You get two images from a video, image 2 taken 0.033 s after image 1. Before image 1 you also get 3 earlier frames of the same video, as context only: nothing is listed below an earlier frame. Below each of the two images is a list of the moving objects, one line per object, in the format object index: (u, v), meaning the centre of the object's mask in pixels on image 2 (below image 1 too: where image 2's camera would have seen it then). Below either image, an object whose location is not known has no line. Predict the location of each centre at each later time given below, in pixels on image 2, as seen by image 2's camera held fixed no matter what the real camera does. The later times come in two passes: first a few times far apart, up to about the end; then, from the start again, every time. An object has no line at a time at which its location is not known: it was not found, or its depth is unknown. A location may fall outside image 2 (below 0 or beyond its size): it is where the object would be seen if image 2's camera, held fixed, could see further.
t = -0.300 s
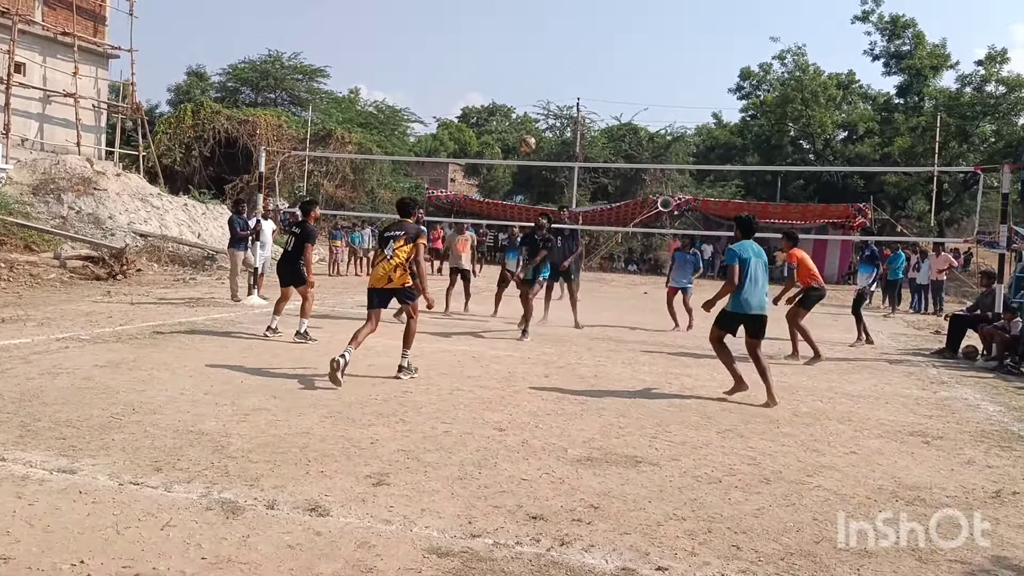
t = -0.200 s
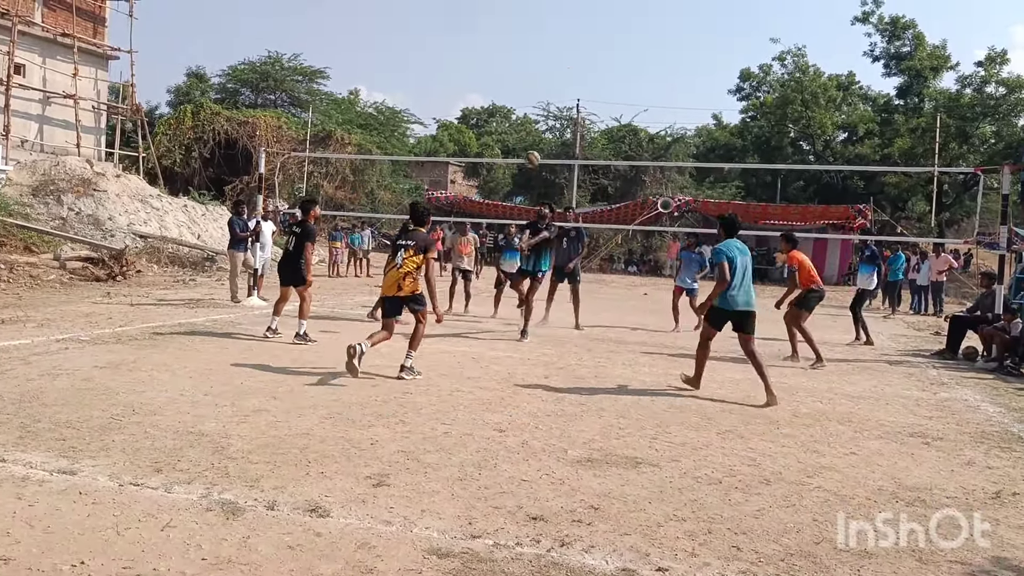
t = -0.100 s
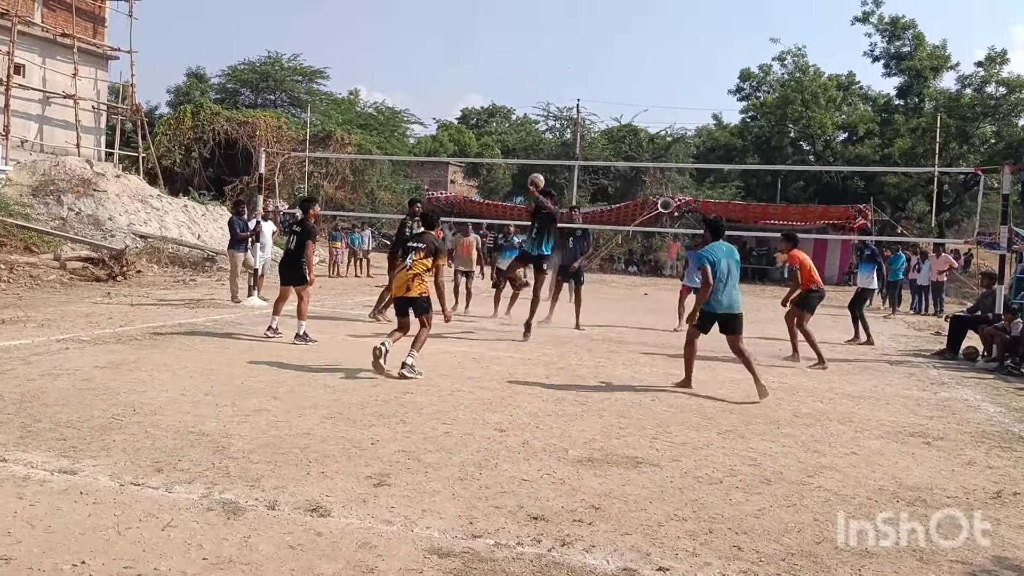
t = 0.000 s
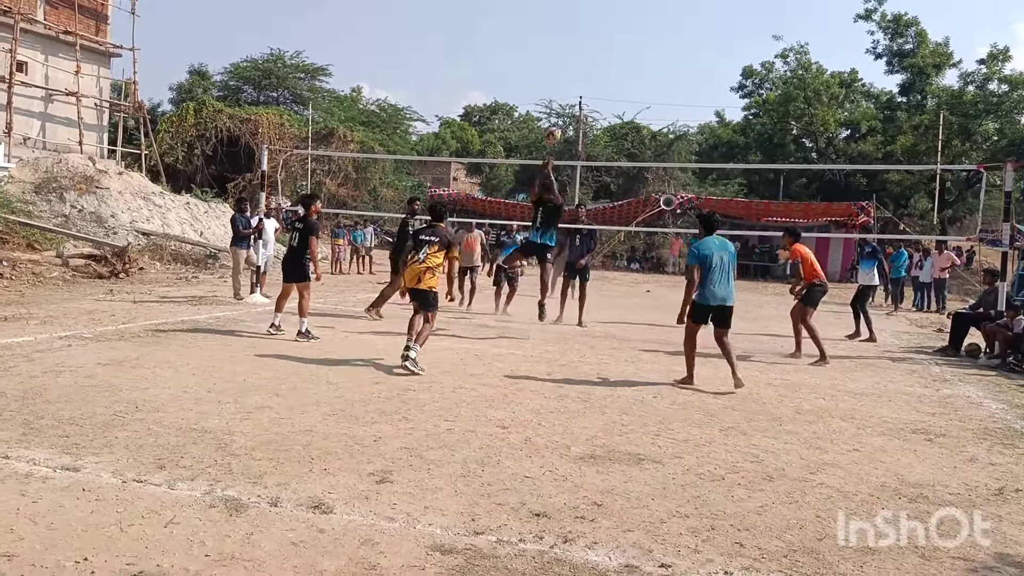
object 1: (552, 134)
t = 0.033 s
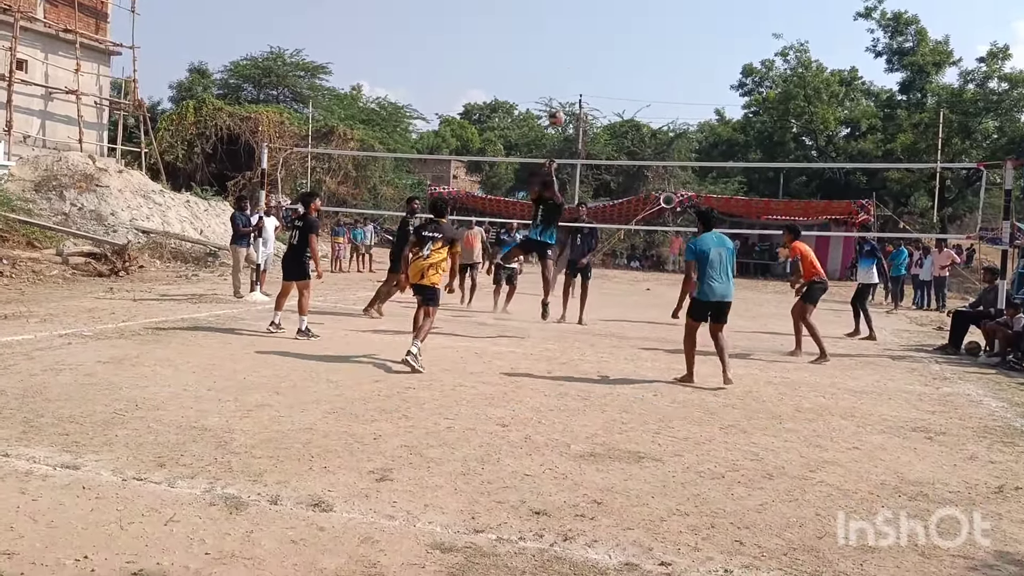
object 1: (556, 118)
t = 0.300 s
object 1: (586, 36)
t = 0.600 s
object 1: (611, 15)
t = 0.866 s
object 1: (624, 45)
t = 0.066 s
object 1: (559, 104)
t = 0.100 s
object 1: (564, 91)
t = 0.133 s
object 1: (568, 80)
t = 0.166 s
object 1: (572, 69)
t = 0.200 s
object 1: (576, 59)
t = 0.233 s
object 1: (580, 51)
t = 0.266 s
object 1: (583, 43)
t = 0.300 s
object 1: (586, 36)
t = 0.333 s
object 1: (589, 31)
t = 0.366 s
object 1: (592, 26)
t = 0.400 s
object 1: (596, 22)
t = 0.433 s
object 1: (599, 18)
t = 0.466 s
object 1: (601, 16)
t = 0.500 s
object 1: (603, 15)
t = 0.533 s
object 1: (606, 14)
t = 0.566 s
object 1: (609, 14)
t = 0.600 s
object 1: (611, 15)
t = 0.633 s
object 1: (613, 16)
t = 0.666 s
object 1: (614, 19)
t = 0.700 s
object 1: (616, 22)
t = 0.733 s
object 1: (618, 25)
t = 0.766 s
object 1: (619, 29)
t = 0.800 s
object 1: (620, 34)
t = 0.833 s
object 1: (622, 40)
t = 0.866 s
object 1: (624, 45)
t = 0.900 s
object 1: (625, 52)
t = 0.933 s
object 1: (626, 60)
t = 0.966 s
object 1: (627, 67)
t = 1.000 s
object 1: (628, 75)
